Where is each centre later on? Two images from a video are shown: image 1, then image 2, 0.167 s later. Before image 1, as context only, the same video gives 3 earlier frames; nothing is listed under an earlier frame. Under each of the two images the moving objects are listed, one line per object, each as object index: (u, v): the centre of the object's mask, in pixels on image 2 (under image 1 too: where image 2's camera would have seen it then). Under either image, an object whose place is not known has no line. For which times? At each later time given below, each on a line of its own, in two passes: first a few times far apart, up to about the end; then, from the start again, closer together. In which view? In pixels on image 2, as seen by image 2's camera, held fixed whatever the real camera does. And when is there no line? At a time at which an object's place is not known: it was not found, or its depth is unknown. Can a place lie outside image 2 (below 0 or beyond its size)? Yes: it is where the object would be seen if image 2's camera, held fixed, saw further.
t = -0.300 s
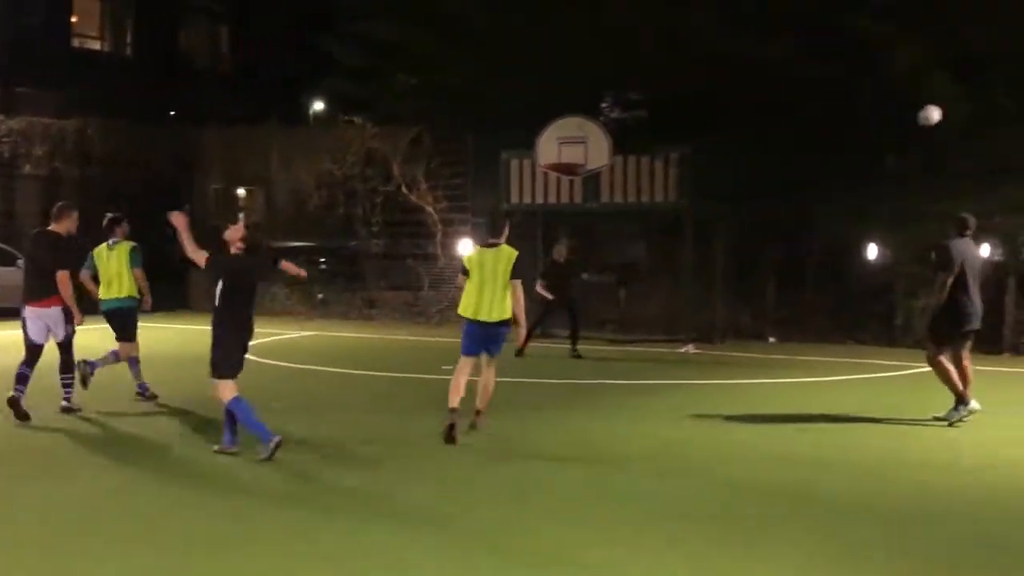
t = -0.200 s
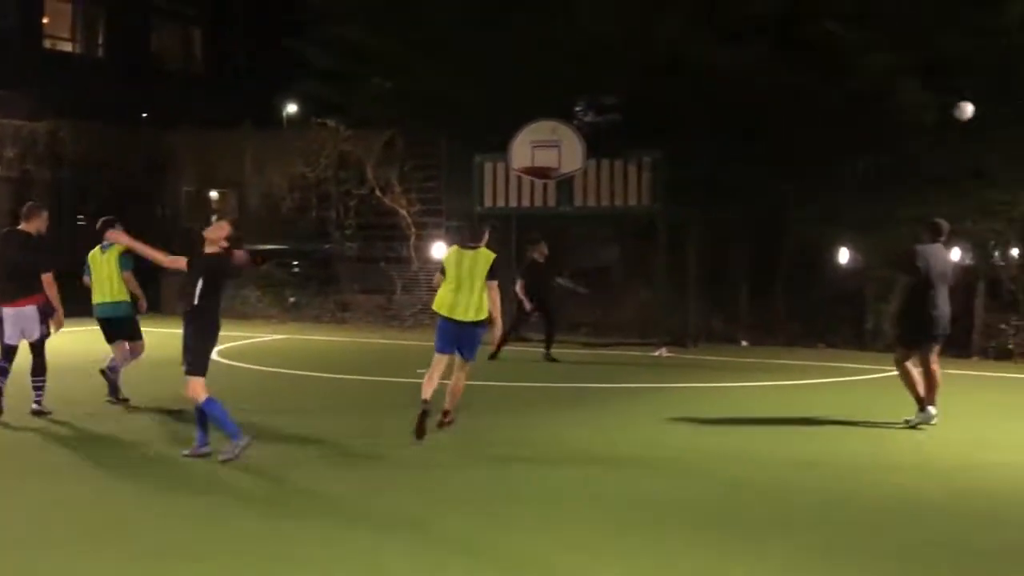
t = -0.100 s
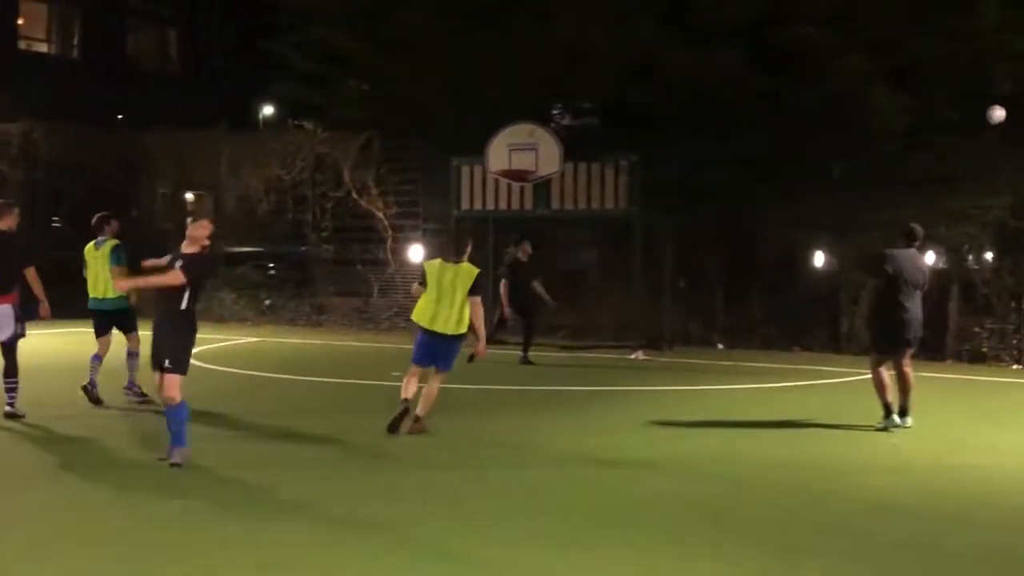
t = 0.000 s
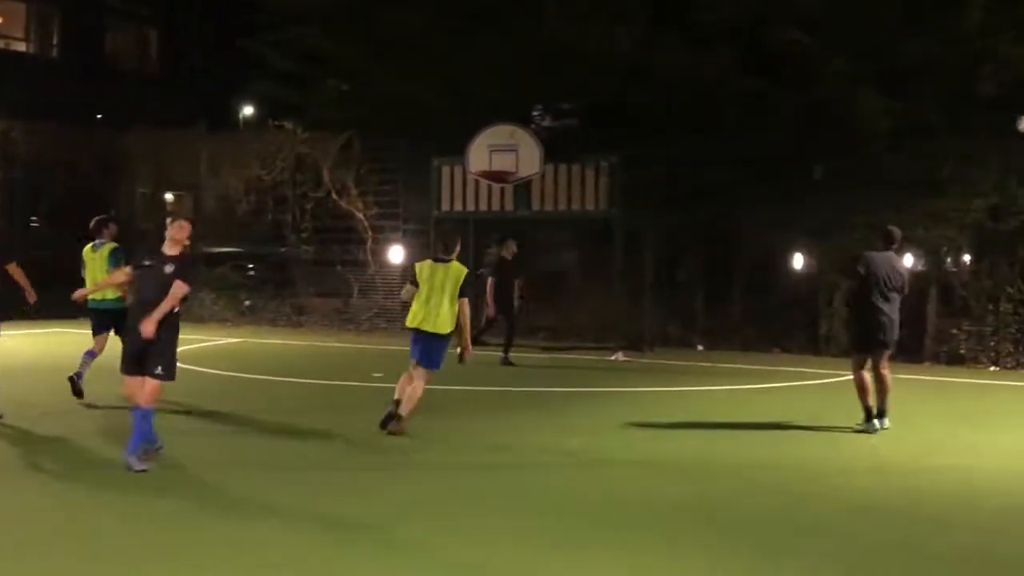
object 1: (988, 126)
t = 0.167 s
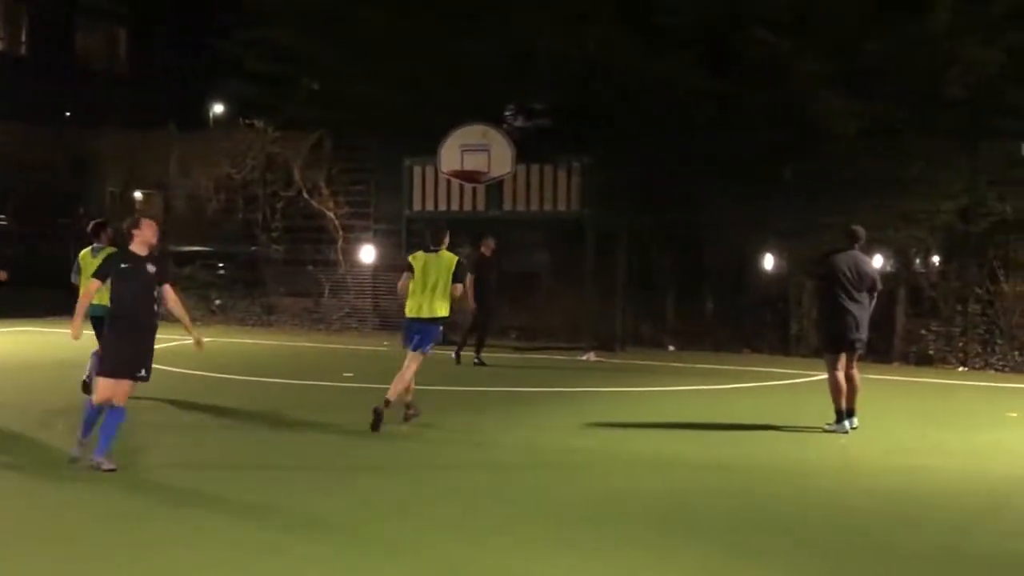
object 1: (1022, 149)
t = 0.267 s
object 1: (1018, 171)
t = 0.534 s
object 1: (981, 280)
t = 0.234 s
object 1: (1022, 164)
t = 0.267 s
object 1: (1018, 171)
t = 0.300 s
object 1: (1014, 181)
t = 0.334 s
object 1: (1009, 192)
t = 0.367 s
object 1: (1005, 203)
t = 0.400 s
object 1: (1001, 216)
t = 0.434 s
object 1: (996, 230)
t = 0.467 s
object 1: (991, 245)
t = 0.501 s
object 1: (986, 262)
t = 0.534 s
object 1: (981, 280)
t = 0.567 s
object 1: (976, 298)
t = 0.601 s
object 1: (971, 318)
